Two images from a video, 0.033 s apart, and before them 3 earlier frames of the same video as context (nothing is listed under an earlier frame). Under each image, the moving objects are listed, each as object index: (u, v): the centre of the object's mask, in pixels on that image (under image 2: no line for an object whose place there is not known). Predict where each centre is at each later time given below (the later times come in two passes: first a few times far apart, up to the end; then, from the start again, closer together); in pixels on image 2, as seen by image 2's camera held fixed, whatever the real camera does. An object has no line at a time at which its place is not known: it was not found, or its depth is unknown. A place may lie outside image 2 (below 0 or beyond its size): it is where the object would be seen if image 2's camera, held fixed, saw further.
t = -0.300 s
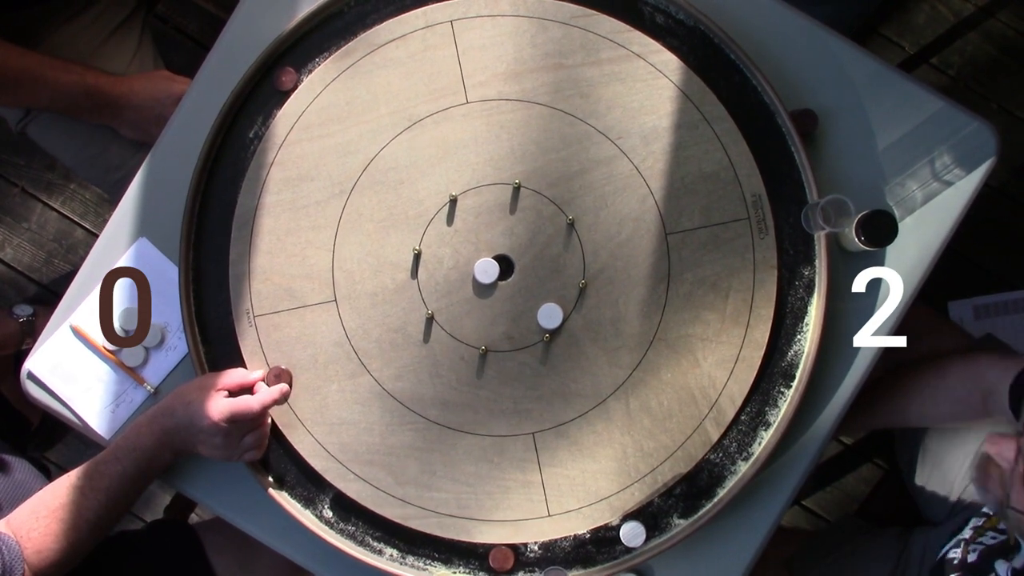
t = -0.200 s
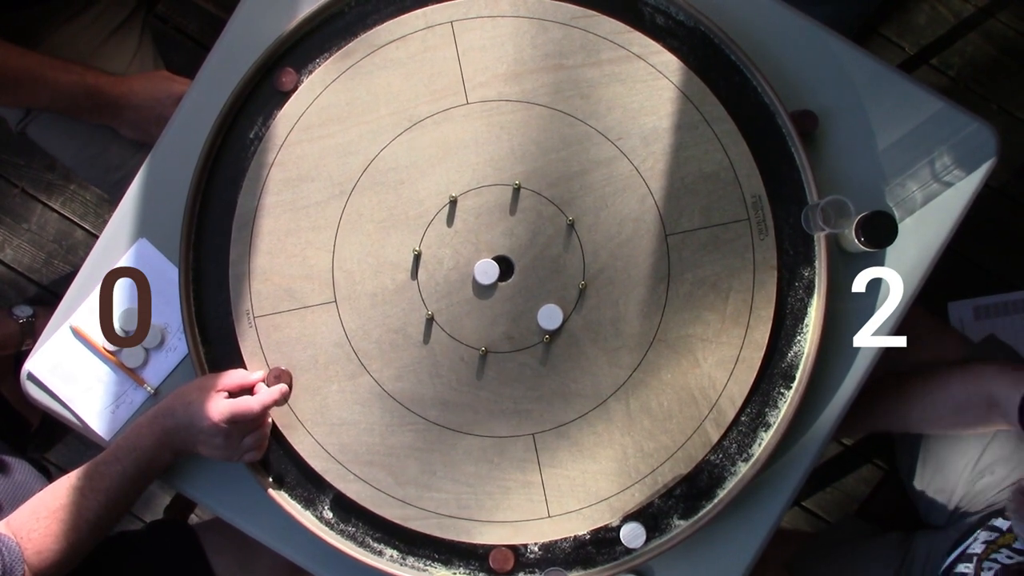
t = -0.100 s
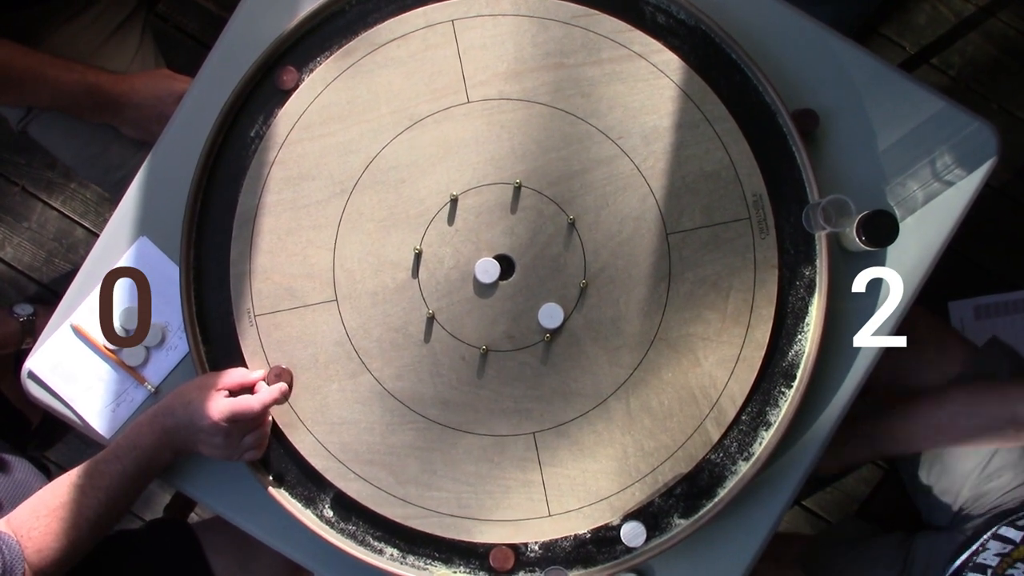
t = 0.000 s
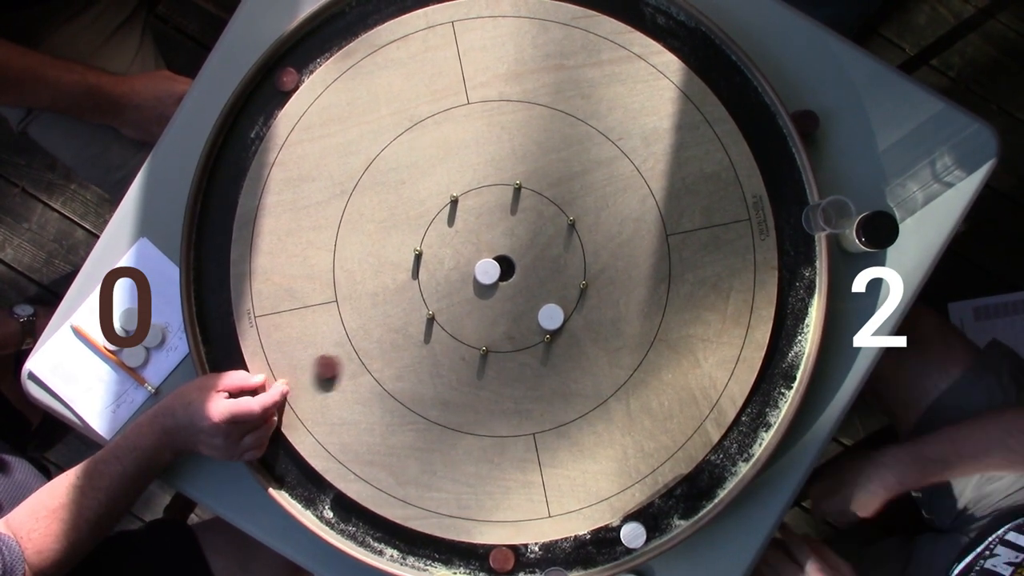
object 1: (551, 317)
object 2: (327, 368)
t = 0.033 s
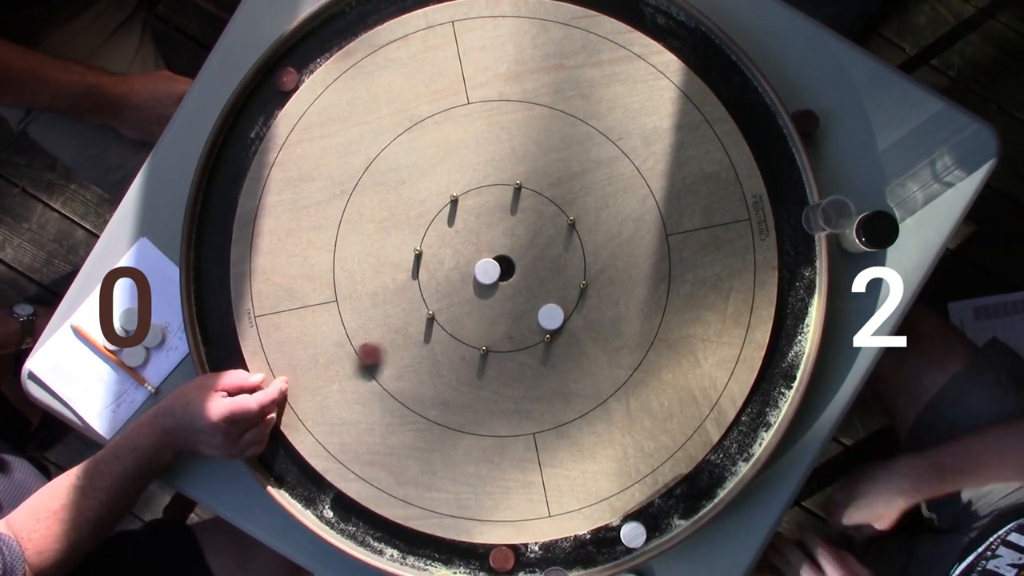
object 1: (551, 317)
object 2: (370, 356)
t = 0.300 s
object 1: (679, 330)
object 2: (552, 259)
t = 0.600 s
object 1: (787, 335)
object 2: (550, 263)
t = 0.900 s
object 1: (789, 336)
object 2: (550, 264)
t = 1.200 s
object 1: (789, 336)
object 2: (550, 264)
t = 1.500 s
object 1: (789, 336)
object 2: (550, 264)
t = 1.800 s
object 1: (789, 336)
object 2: (550, 264)
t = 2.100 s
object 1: (789, 336)
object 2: (550, 264)
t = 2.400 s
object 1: (789, 336)
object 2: (550, 264)
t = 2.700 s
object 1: (789, 335)
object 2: (550, 264)
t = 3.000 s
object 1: (789, 335)
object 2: (550, 264)
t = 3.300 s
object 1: (789, 335)
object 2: (550, 264)
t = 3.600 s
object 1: (789, 336)
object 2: (550, 264)
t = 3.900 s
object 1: (789, 336)
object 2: (550, 264)
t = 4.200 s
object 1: (789, 336)
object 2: (550, 264)
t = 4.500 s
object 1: (789, 335)
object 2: (550, 264)
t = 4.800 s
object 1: (789, 335)
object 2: (550, 264)
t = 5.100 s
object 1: (789, 336)
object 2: (550, 264)
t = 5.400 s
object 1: (789, 336)
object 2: (550, 264)
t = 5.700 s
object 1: (789, 336)
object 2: (550, 264)
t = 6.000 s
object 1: (789, 336)
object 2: (550, 264)
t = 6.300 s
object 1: (789, 336)
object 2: (550, 264)
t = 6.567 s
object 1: (789, 336)
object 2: (550, 264)
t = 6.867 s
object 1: (789, 336)
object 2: (550, 263)
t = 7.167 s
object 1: (789, 336)
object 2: (550, 263)
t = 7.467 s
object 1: (789, 336)
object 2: (550, 264)
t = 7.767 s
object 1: (789, 336)
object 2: (550, 264)
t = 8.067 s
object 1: (789, 335)
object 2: (550, 264)
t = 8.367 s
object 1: (789, 336)
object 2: (550, 264)
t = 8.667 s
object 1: (789, 335)
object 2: (550, 264)
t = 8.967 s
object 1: (789, 336)
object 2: (550, 264)
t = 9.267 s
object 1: (789, 336)
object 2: (550, 264)
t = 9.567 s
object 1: (789, 336)
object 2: (550, 264)
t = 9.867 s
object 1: (789, 336)
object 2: (550, 264)
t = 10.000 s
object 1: (789, 336)
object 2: (550, 264)
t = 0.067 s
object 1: (551, 317)
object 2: (411, 344)
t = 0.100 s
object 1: (551, 317)
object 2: (454, 333)
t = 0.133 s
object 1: (551, 317)
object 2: (496, 321)
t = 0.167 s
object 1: (559, 317)
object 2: (527, 309)
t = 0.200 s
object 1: (591, 321)
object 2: (534, 295)
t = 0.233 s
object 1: (622, 324)
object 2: (540, 283)
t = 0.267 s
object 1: (651, 327)
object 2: (547, 270)
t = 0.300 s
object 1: (679, 330)
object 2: (552, 259)
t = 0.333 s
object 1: (705, 333)
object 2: (557, 249)
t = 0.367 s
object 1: (730, 335)
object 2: (561, 240)
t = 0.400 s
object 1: (753, 337)
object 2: (561, 240)
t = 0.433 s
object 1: (775, 339)
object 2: (558, 246)
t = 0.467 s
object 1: (794, 341)
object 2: (556, 252)
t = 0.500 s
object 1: (786, 335)
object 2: (554, 256)
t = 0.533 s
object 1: (791, 336)
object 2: (552, 259)
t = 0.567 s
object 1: (794, 336)
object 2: (551, 262)
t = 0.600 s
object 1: (787, 335)
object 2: (550, 263)
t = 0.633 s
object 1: (783, 335)
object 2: (550, 264)
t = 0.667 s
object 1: (786, 335)
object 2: (550, 264)
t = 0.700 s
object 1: (787, 336)
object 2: (550, 264)
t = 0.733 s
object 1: (789, 336)
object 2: (550, 264)
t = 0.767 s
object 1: (789, 336)
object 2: (550, 264)
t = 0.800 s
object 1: (789, 336)
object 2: (550, 264)
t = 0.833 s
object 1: (789, 336)
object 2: (550, 264)
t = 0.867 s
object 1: (789, 336)
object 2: (550, 264)
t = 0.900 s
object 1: (789, 336)
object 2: (550, 264)
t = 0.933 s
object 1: (788, 336)
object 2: (550, 264)
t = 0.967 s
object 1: (789, 336)
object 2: (550, 264)
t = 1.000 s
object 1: (789, 336)
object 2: (550, 264)
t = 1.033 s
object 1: (789, 336)
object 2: (550, 264)
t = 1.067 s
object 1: (789, 336)
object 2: (550, 264)
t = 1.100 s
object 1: (789, 336)
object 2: (550, 264)
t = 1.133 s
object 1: (789, 336)
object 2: (550, 264)
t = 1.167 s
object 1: (789, 336)
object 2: (550, 264)
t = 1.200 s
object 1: (789, 336)
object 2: (550, 264)
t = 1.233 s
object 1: (789, 336)
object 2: (550, 264)
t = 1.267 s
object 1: (789, 336)
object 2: (550, 264)
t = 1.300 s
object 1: (789, 336)
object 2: (550, 264)
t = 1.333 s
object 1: (789, 336)
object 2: (550, 264)
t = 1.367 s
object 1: (789, 336)
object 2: (550, 264)
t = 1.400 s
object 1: (789, 336)
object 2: (550, 264)
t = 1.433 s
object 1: (789, 336)
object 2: (550, 264)
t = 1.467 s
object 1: (789, 336)
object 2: (550, 264)
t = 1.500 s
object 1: (789, 336)
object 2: (550, 264)
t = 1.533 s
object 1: (789, 336)
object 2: (550, 264)
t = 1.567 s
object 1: (789, 336)
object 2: (550, 264)
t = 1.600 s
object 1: (789, 336)
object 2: (550, 264)
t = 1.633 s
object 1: (789, 336)
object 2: (550, 264)
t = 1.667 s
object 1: (789, 336)
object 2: (550, 264)
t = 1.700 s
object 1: (789, 336)
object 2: (550, 264)
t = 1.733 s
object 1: (789, 336)
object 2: (550, 264)
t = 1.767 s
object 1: (789, 336)
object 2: (550, 264)
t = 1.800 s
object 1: (789, 336)
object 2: (550, 264)
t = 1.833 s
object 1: (789, 336)
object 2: (550, 264)
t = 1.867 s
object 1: (789, 336)
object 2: (550, 264)
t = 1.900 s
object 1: (789, 336)
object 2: (550, 264)
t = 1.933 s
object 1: (789, 336)
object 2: (550, 264)
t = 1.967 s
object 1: (789, 336)
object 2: (550, 264)
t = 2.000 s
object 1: (789, 336)
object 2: (550, 264)
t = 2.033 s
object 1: (789, 336)
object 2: (550, 264)
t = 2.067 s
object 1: (789, 336)
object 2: (550, 264)
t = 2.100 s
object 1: (789, 336)
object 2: (550, 264)
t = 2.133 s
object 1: (789, 336)
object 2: (550, 264)
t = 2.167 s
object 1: (789, 336)
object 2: (550, 264)
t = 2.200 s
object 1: (789, 336)
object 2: (550, 264)
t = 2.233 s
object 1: (789, 336)
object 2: (550, 264)
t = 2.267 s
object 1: (789, 336)
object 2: (550, 264)
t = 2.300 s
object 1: (789, 336)
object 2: (550, 264)
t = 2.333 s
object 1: (789, 336)
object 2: (550, 264)
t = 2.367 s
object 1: (789, 336)
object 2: (550, 264)
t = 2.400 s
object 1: (789, 336)
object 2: (550, 264)
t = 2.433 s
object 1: (789, 336)
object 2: (550, 264)
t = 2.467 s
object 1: (789, 336)
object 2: (550, 264)
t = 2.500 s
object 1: (789, 336)
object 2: (550, 264)
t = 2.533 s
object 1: (789, 336)
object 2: (550, 264)
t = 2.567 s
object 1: (789, 335)
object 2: (550, 264)
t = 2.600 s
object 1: (789, 335)
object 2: (550, 264)
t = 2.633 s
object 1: (789, 335)
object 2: (550, 264)
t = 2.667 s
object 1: (789, 335)
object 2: (550, 264)
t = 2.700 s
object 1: (789, 335)
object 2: (550, 264)
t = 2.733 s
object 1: (789, 335)
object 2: (550, 264)
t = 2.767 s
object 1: (789, 335)
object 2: (550, 264)
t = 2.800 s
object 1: (789, 335)
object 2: (550, 264)
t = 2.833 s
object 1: (789, 335)
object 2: (550, 264)
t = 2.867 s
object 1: (789, 335)
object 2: (550, 264)
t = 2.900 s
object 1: (789, 335)
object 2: (550, 264)
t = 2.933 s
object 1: (789, 335)
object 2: (550, 264)
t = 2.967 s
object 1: (789, 335)
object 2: (550, 264)
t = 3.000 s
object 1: (789, 335)
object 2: (550, 264)
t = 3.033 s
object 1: (789, 335)
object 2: (550, 264)
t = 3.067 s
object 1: (789, 335)
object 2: (550, 264)
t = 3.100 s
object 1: (789, 335)
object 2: (550, 264)
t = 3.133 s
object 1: (789, 335)
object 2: (550, 264)
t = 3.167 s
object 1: (789, 335)
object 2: (550, 264)
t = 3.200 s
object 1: (789, 335)
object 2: (550, 264)
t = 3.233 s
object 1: (789, 335)
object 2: (550, 264)
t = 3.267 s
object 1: (789, 336)
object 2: (550, 264)
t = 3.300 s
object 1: (789, 335)
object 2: (550, 264)
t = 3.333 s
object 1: (789, 335)
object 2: (550, 264)
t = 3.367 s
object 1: (789, 335)
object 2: (550, 264)
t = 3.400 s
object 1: (789, 335)
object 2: (550, 264)
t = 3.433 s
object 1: (789, 335)
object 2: (550, 264)
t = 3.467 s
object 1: (789, 335)
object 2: (550, 264)
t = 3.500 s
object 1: (789, 335)
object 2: (550, 264)
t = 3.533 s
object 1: (789, 335)
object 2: (550, 264)
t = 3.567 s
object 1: (789, 335)
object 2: (550, 264)
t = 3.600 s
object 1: (789, 336)
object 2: (550, 264)
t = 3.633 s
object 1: (789, 336)
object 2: (550, 264)
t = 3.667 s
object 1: (789, 336)
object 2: (550, 264)
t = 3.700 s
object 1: (789, 336)
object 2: (550, 264)
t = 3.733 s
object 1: (789, 336)
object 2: (550, 264)
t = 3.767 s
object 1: (789, 336)
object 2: (550, 264)
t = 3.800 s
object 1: (789, 336)
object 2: (550, 264)
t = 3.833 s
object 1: (789, 336)
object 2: (550, 264)
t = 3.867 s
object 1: (789, 336)
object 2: (550, 264)
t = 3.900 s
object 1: (789, 336)
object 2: (550, 264)
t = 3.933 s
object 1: (789, 335)
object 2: (550, 264)
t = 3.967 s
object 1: (789, 336)
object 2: (550, 264)
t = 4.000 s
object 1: (789, 336)
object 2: (550, 264)
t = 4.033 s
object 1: (789, 336)
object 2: (550, 264)
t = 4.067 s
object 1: (789, 336)
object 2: (550, 264)
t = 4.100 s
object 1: (789, 335)
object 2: (550, 264)
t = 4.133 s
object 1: (789, 336)
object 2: (550, 264)
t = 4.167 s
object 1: (789, 336)
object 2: (550, 264)
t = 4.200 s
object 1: (789, 336)
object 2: (550, 264)
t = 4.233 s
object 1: (789, 336)
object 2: (550, 264)
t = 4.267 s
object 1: (789, 335)
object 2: (550, 264)
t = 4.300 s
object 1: (789, 335)
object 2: (550, 264)
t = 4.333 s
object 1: (789, 335)
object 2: (550, 264)
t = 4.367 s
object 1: (789, 336)
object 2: (550, 264)
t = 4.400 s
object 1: (789, 335)
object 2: (550, 264)
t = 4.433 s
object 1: (789, 335)
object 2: (550, 264)
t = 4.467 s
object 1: (789, 335)
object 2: (550, 264)
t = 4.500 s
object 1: (789, 335)
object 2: (550, 264)
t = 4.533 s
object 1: (789, 335)
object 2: (550, 264)
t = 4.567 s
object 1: (789, 335)
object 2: (550, 264)
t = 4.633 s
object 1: (789, 335)
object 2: (550, 264)
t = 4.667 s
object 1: (789, 335)
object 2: (550, 264)
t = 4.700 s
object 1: (789, 335)
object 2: (550, 264)
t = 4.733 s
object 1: (789, 335)
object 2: (550, 264)
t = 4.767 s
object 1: (789, 336)
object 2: (550, 264)
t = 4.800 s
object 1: (789, 335)
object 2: (550, 264)
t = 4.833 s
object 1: (789, 335)
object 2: (550, 264)
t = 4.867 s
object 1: (789, 335)
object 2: (550, 264)
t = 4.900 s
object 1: (789, 335)
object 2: (550, 264)
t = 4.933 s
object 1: (789, 336)
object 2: (550, 264)
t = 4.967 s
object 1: (789, 335)
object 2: (550, 264)
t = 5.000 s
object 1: (789, 335)
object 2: (550, 264)
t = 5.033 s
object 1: (789, 335)
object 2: (550, 264)
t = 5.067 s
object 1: (789, 335)
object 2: (550, 264)
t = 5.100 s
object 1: (789, 336)
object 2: (550, 264)
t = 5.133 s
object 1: (789, 336)
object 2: (550, 264)
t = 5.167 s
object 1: (789, 336)
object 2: (550, 264)
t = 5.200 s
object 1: (789, 336)
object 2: (550, 264)
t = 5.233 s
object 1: (789, 336)
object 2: (550, 264)
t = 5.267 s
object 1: (789, 336)
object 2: (550, 264)
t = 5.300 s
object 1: (789, 336)
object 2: (550, 264)
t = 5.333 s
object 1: (789, 336)
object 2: (550, 264)
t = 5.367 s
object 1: (789, 335)
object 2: (550, 264)
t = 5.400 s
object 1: (789, 336)
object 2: (550, 264)
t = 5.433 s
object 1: (789, 336)
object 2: (550, 264)
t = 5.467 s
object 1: (789, 336)
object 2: (550, 264)
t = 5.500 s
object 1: (789, 336)
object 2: (550, 264)
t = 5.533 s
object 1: (789, 336)
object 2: (550, 264)
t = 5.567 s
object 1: (789, 336)
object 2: (550, 264)
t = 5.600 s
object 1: (789, 336)
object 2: (550, 264)
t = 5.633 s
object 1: (789, 336)
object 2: (550, 264)
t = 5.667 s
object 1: (789, 336)
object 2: (550, 264)
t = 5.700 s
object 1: (789, 336)
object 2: (550, 264)
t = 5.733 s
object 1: (789, 336)
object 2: (550, 264)
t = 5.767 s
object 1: (789, 336)
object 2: (550, 264)
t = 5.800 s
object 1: (789, 336)
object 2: (550, 264)
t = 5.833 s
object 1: (789, 336)
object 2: (550, 264)
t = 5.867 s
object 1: (789, 336)
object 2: (550, 264)
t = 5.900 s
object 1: (789, 336)
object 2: (550, 264)
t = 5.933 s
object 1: (789, 336)
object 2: (550, 264)
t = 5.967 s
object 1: (789, 336)
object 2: (550, 264)
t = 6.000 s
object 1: (789, 336)
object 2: (550, 264)
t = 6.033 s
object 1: (789, 336)
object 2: (550, 264)
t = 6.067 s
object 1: (789, 336)
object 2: (550, 264)
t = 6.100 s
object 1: (789, 336)
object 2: (550, 264)
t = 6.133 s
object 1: (789, 336)
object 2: (550, 264)
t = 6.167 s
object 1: (789, 336)
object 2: (550, 264)
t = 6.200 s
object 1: (789, 336)
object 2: (550, 264)
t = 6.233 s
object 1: (789, 336)
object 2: (550, 264)
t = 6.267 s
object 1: (789, 336)
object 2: (550, 264)
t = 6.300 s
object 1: (789, 336)
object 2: (550, 264)
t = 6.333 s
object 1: (789, 336)
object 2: (550, 264)
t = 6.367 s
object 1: (789, 336)
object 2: (550, 264)
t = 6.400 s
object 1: (789, 336)
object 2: (550, 264)
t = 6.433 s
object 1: (789, 336)
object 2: (550, 264)
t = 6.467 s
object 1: (789, 336)
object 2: (550, 264)
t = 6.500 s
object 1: (789, 336)
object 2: (550, 264)
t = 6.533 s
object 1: (789, 336)
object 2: (550, 264)
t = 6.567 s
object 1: (789, 336)
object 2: (550, 264)
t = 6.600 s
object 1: (789, 336)
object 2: (550, 264)
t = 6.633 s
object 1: (789, 336)
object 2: (550, 264)
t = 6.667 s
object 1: (789, 336)
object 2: (550, 264)
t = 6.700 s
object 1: (789, 336)
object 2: (550, 263)
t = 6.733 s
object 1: (789, 336)
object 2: (550, 263)
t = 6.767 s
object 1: (789, 336)
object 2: (551, 264)
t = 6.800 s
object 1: (789, 336)
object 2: (550, 264)
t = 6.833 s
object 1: (789, 336)
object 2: (550, 264)
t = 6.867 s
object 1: (789, 336)
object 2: (550, 263)
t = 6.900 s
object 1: (789, 336)
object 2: (550, 263)
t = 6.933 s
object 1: (789, 336)
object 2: (550, 263)
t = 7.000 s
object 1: (789, 336)
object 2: (550, 263)
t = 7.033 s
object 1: (789, 336)
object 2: (550, 263)
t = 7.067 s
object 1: (789, 336)
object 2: (550, 263)
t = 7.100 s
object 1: (789, 336)
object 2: (550, 263)
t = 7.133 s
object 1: (789, 336)
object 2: (551, 264)
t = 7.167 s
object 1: (789, 336)
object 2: (550, 263)
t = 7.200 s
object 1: (789, 336)
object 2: (550, 264)
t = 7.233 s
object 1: (789, 336)
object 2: (551, 264)
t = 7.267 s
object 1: (789, 336)
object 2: (550, 264)
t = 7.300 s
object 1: (789, 336)
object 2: (550, 264)
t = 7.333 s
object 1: (789, 336)
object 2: (550, 264)
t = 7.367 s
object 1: (789, 336)
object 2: (550, 264)
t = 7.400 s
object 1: (789, 336)
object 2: (550, 263)
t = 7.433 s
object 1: (789, 336)
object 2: (550, 264)
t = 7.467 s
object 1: (789, 336)
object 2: (550, 264)
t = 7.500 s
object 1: (789, 336)
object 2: (550, 264)
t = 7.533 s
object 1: (789, 336)
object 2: (550, 264)
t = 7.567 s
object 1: (789, 336)
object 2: (550, 264)
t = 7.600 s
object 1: (789, 336)
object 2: (550, 264)
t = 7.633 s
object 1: (789, 336)
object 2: (550, 264)
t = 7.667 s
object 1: (789, 335)
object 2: (550, 264)
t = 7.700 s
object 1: (789, 335)
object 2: (550, 264)
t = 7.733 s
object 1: (789, 335)
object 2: (550, 264)
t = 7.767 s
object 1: (789, 336)
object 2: (550, 264)
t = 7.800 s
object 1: (789, 336)
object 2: (550, 264)
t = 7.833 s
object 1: (789, 336)
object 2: (550, 264)
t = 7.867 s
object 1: (789, 336)
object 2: (550, 264)
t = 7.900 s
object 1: (789, 336)
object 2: (550, 264)
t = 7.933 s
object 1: (789, 336)
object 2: (550, 264)
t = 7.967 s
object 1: (789, 336)
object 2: (550, 264)
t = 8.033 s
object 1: (789, 336)
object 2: (550, 264)
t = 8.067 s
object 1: (789, 335)
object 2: (550, 264)
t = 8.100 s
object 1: (789, 335)
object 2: (550, 264)
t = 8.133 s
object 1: (789, 336)
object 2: (550, 264)
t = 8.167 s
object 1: (789, 336)
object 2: (550, 264)
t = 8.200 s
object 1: (789, 336)
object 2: (550, 264)
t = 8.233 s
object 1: (789, 336)
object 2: (550, 264)
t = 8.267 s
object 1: (789, 336)
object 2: (550, 264)
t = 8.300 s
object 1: (789, 336)
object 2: (550, 264)
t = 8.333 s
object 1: (789, 335)
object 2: (550, 264)
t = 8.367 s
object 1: (789, 336)
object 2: (550, 264)
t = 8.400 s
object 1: (789, 336)
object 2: (550, 264)
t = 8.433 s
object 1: (789, 335)
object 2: (550, 264)
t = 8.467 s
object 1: (789, 336)
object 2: (550, 264)
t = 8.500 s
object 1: (789, 336)
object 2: (550, 264)
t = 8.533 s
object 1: (789, 336)
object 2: (550, 264)
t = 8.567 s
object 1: (789, 336)
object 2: (550, 264)
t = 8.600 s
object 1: (789, 336)
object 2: (550, 264)
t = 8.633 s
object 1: (789, 336)
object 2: (550, 264)
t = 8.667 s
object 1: (789, 335)
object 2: (550, 264)
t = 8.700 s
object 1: (789, 336)
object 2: (550, 264)
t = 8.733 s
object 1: (789, 336)
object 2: (550, 264)
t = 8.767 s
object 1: (789, 336)
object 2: (550, 264)
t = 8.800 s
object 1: (789, 336)
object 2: (550, 264)
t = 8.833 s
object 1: (789, 336)
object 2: (550, 264)
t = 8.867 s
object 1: (789, 336)
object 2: (550, 264)
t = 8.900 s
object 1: (789, 336)
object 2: (550, 264)
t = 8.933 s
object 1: (789, 336)
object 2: (550, 264)
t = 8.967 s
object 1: (789, 336)
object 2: (550, 264)
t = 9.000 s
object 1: (789, 336)
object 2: (550, 264)
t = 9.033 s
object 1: (789, 336)
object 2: (550, 264)
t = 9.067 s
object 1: (789, 336)
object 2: (550, 264)
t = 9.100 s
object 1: (789, 336)
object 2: (550, 264)
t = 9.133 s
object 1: (789, 336)
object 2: (550, 264)
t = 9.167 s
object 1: (789, 336)
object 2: (550, 264)
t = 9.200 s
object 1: (789, 336)
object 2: (550, 264)
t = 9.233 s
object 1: (789, 336)
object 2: (550, 264)
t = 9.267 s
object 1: (789, 336)
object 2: (550, 264)
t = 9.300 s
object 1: (789, 336)
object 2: (550, 264)
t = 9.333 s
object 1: (789, 336)
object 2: (550, 264)
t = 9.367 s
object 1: (789, 336)
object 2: (550, 264)
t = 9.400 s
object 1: (789, 336)
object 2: (550, 264)
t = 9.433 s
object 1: (789, 336)
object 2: (550, 264)
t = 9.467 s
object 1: (789, 336)
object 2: (550, 264)
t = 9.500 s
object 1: (789, 336)
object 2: (550, 264)
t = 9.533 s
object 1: (789, 336)
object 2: (550, 264)
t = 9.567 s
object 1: (789, 336)
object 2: (550, 264)
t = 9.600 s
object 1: (789, 336)
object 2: (550, 264)
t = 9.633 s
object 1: (789, 336)
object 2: (550, 264)
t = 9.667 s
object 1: (789, 336)
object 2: (550, 264)
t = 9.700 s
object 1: (789, 336)
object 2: (550, 264)
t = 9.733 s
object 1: (789, 336)
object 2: (550, 264)
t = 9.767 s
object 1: (789, 336)
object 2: (550, 264)
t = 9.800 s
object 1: (789, 336)
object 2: (550, 264)
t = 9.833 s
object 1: (789, 336)
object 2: (550, 264)
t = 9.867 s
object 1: (789, 336)
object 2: (550, 264)
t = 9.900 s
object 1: (789, 336)
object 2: (550, 264)
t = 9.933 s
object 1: (789, 336)
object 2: (550, 264)
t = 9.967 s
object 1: (789, 336)
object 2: (550, 264)
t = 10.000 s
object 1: (789, 336)
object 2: (550, 264)
